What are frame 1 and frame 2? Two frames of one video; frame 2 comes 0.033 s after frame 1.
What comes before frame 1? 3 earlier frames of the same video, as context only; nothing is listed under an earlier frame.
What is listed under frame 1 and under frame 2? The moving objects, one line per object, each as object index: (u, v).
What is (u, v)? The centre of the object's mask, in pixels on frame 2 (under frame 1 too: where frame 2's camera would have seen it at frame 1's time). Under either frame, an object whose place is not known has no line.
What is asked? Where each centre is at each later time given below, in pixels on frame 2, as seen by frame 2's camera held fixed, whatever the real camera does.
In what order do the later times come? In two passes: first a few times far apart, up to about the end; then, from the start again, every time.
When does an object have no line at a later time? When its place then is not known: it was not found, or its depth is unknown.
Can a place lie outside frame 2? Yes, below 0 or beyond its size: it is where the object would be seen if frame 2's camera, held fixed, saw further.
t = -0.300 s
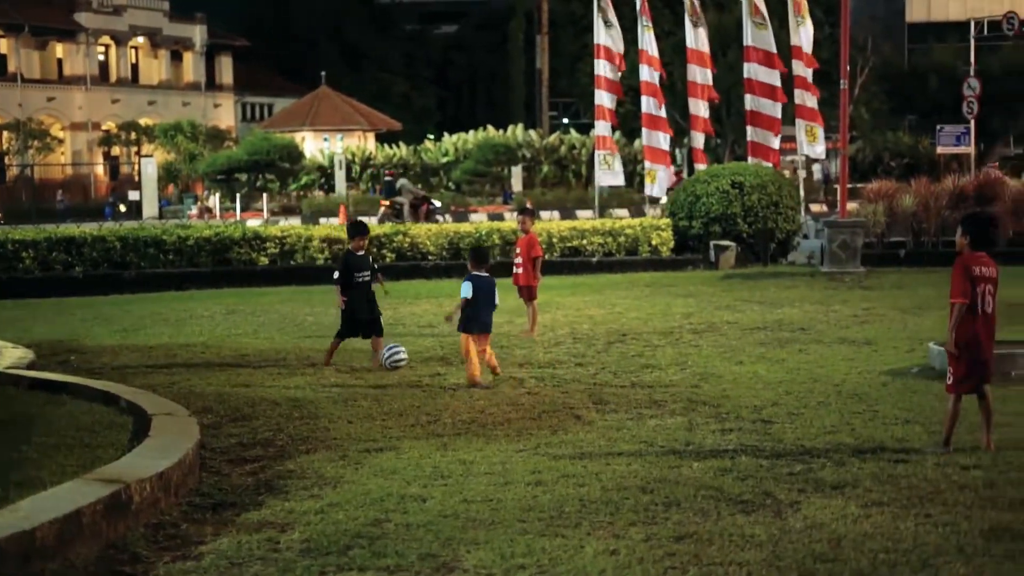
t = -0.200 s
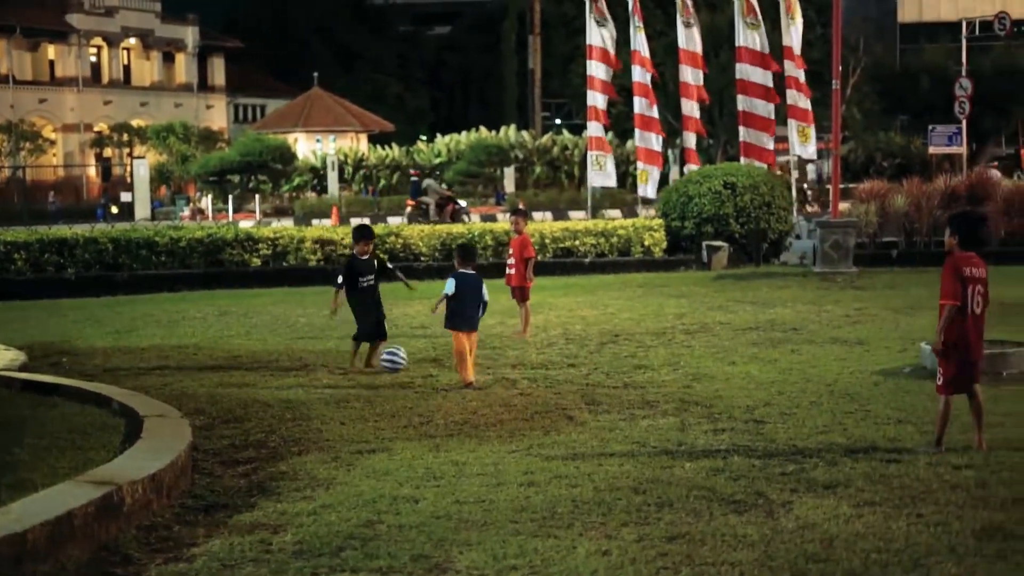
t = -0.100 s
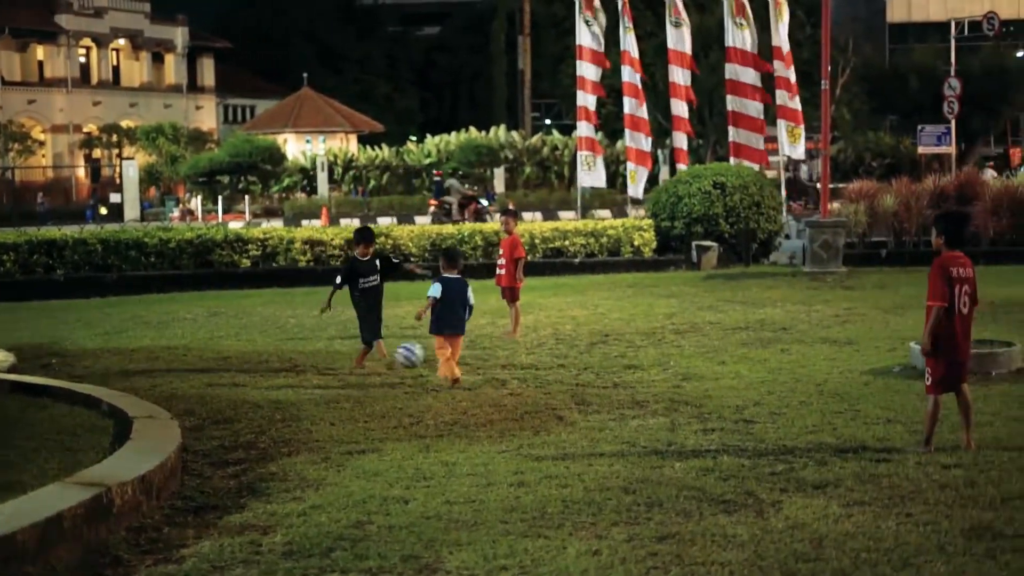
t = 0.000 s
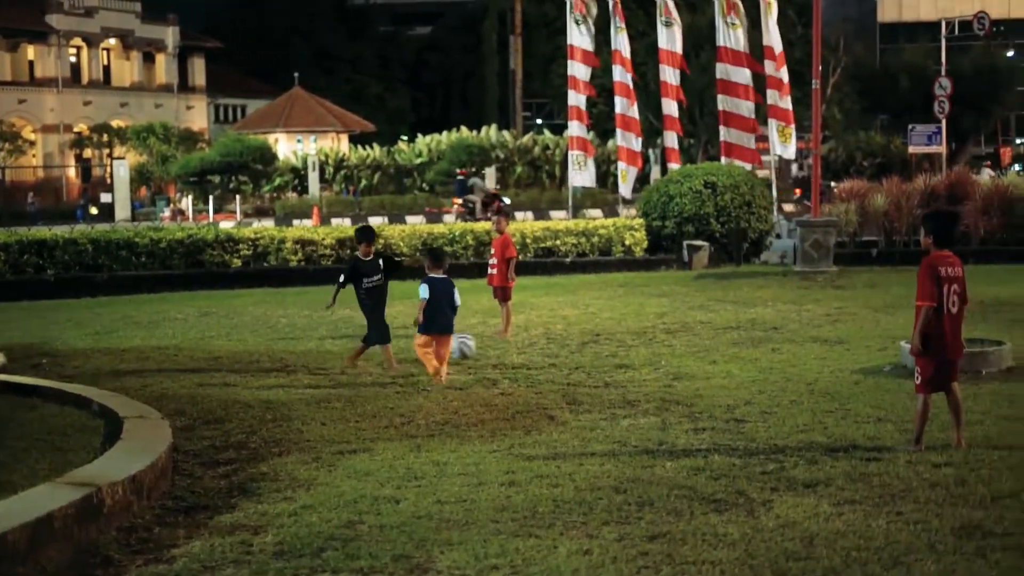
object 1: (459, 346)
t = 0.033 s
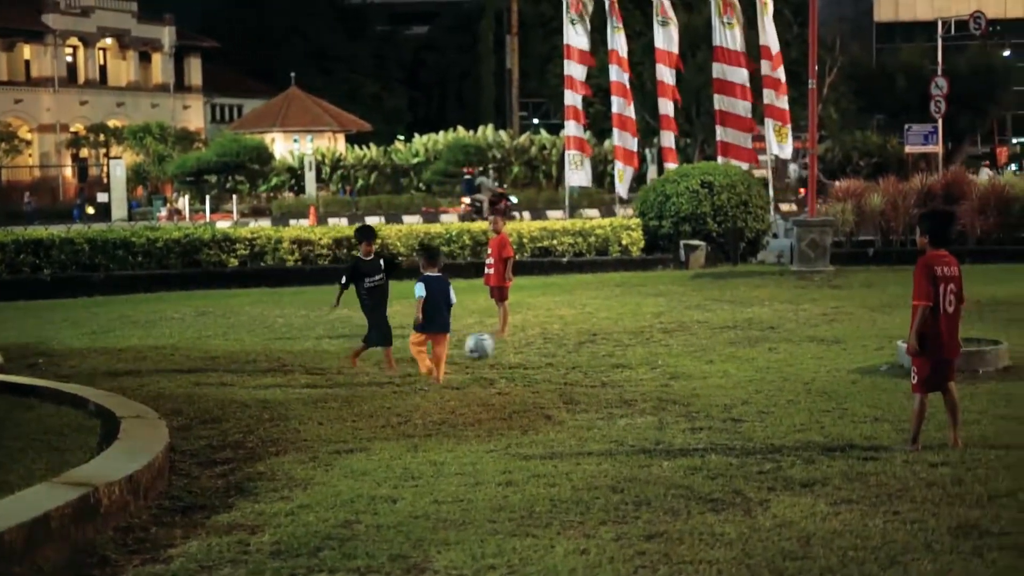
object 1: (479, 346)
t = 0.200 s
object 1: (583, 365)
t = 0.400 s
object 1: (669, 364)
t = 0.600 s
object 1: (739, 366)
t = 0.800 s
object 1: (804, 366)
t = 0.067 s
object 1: (500, 347)
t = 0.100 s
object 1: (521, 350)
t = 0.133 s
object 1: (541, 353)
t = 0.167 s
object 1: (563, 359)
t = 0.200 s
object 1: (583, 365)
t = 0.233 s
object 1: (600, 364)
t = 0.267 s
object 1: (616, 364)
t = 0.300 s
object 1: (630, 364)
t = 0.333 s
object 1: (644, 365)
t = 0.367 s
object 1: (657, 365)
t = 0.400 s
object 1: (669, 364)
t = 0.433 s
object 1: (682, 365)
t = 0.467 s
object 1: (693, 366)
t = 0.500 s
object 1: (705, 365)
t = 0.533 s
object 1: (716, 365)
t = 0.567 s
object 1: (727, 366)
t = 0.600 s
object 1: (739, 366)
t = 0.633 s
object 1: (750, 367)
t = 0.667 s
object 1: (761, 366)
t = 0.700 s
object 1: (772, 367)
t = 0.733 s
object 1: (783, 367)
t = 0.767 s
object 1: (794, 367)
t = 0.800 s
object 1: (804, 366)
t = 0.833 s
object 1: (814, 367)
